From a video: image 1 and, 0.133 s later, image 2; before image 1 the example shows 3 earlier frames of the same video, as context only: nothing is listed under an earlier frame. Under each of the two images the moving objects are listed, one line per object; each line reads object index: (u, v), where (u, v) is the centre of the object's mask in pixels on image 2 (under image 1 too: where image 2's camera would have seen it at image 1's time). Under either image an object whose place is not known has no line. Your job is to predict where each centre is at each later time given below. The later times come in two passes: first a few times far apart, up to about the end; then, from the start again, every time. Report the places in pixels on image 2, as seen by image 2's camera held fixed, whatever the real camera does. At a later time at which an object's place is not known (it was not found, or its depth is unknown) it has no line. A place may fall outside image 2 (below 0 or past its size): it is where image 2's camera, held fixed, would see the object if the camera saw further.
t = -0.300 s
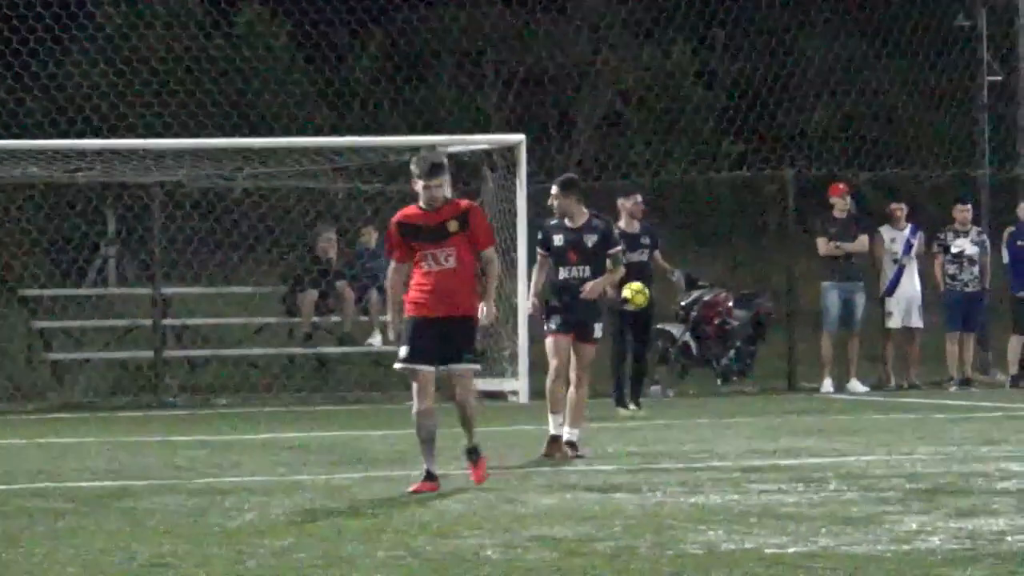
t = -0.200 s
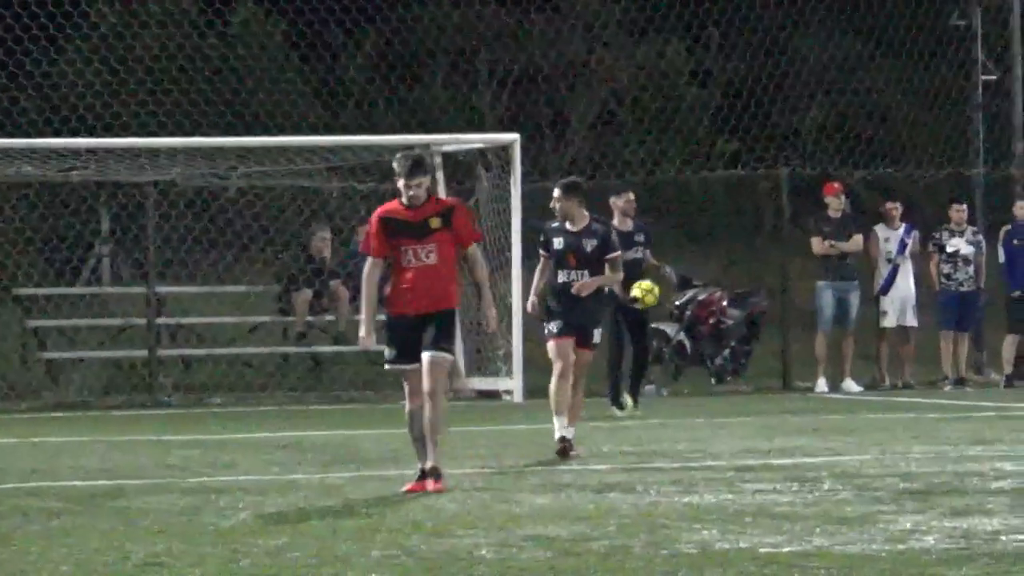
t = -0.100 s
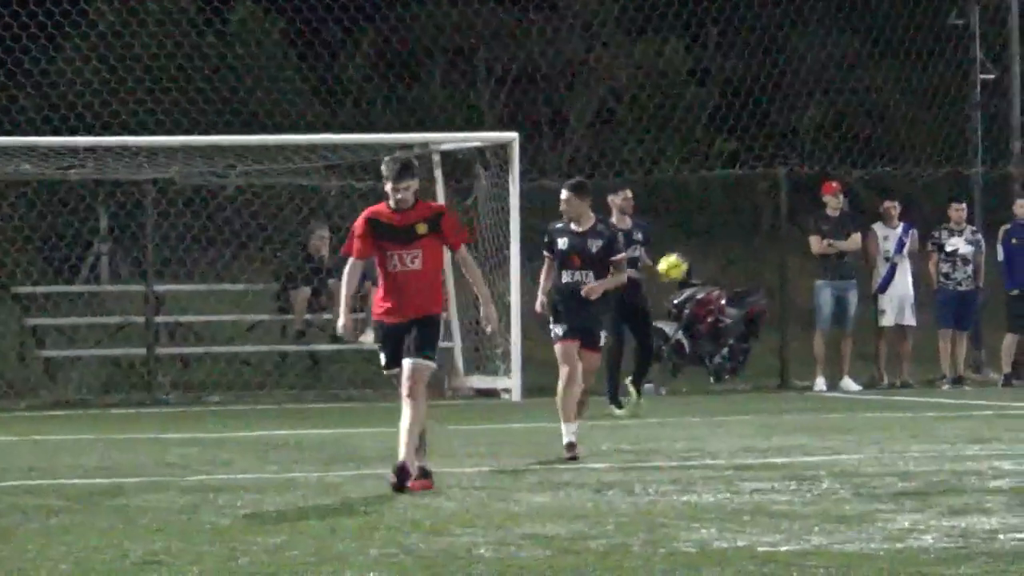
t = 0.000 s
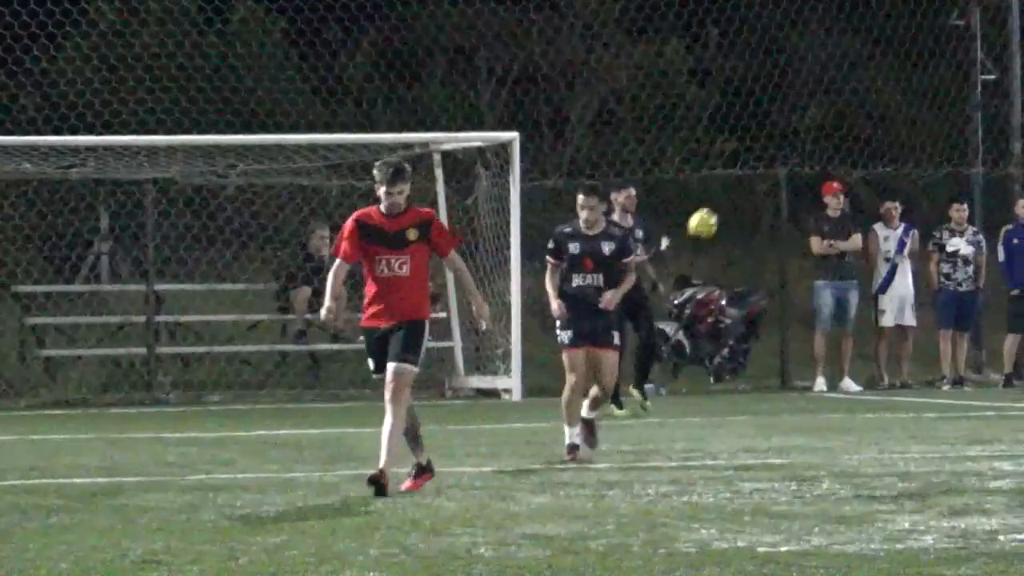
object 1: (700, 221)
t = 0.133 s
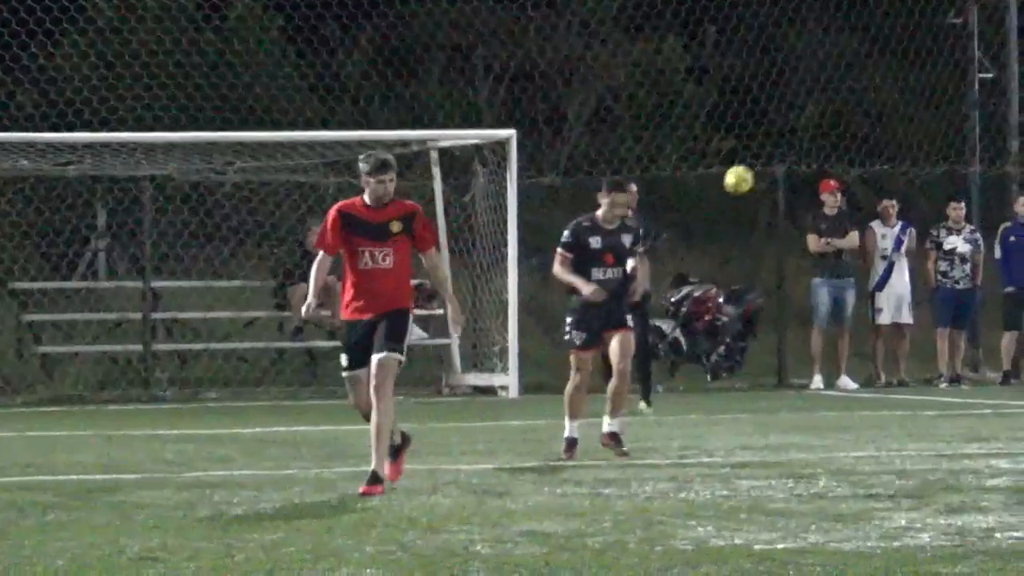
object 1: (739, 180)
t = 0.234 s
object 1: (769, 162)
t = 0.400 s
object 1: (820, 163)
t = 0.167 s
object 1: (749, 173)
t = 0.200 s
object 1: (758, 167)
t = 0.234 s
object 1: (769, 162)
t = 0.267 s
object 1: (779, 159)
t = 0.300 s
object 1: (789, 158)
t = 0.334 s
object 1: (799, 158)
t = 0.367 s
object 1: (809, 160)
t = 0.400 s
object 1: (820, 163)
